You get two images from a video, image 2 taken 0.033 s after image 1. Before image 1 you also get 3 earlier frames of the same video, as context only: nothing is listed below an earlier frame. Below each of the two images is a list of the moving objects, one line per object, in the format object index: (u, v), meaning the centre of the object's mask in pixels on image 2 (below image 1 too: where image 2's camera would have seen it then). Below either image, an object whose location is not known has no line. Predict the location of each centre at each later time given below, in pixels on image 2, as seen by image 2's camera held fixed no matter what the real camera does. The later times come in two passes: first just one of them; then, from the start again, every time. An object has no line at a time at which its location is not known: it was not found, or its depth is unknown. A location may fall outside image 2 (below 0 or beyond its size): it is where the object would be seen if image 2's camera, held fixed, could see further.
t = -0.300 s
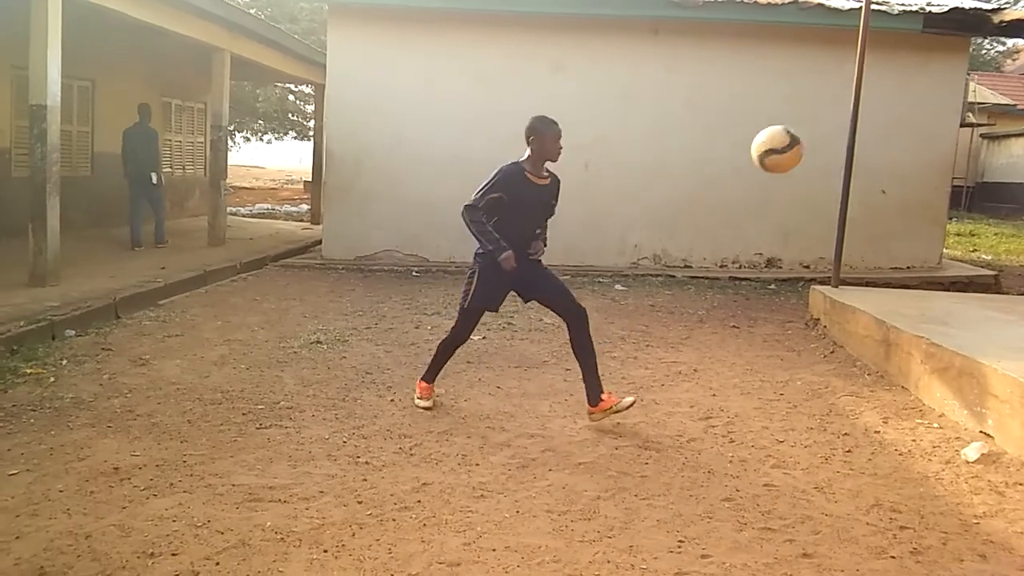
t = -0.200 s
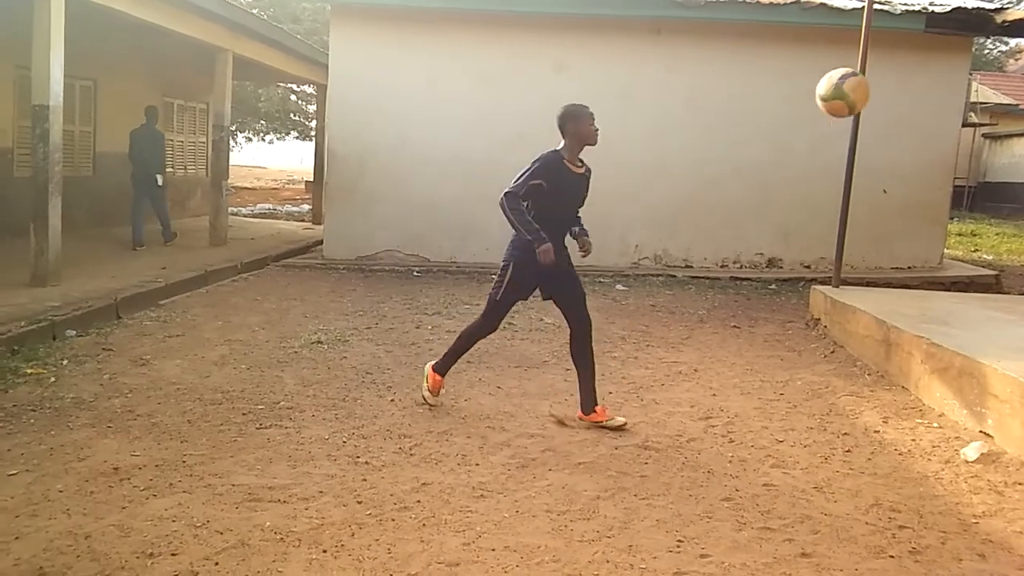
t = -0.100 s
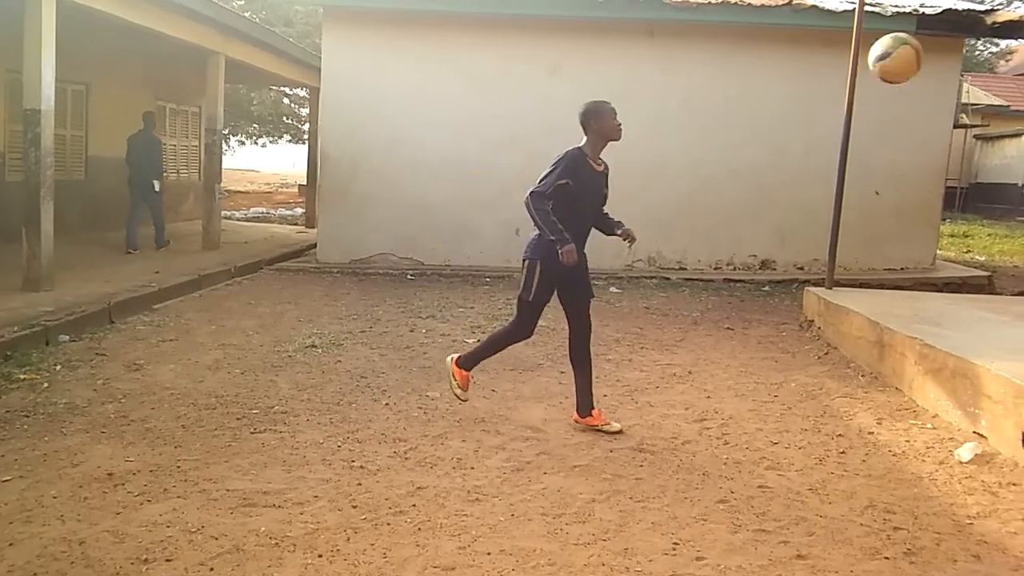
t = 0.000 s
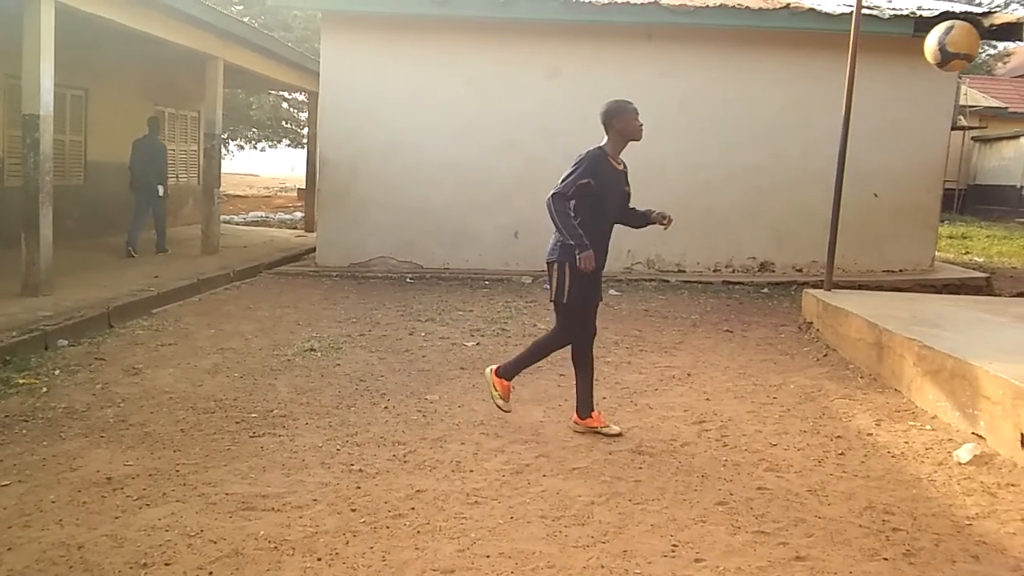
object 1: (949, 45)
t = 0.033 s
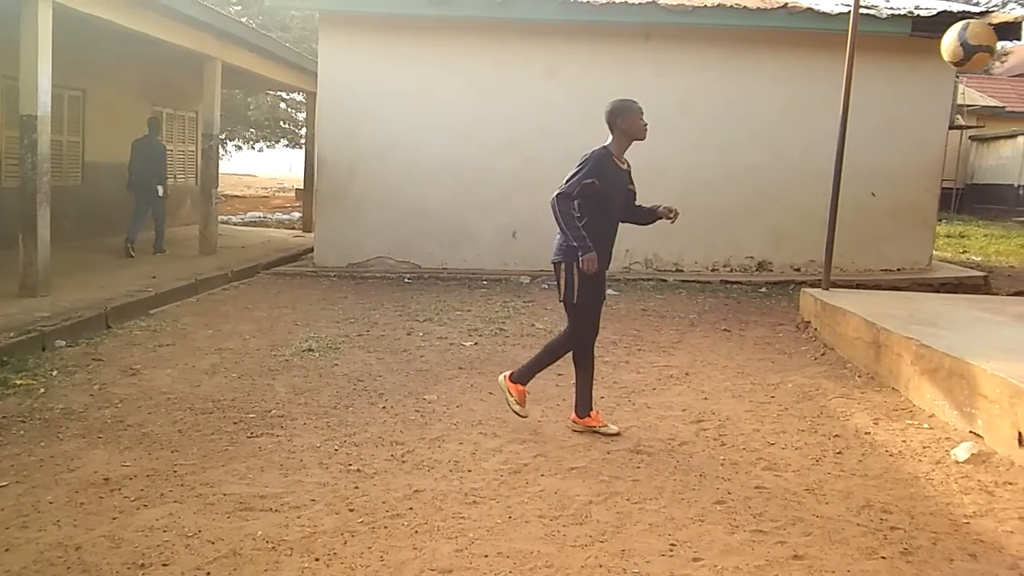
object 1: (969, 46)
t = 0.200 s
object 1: (1038, 81)
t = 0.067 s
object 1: (988, 47)
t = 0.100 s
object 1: (1005, 52)
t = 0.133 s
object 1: (1016, 60)
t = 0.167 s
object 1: (1027, 70)
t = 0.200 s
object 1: (1038, 81)
